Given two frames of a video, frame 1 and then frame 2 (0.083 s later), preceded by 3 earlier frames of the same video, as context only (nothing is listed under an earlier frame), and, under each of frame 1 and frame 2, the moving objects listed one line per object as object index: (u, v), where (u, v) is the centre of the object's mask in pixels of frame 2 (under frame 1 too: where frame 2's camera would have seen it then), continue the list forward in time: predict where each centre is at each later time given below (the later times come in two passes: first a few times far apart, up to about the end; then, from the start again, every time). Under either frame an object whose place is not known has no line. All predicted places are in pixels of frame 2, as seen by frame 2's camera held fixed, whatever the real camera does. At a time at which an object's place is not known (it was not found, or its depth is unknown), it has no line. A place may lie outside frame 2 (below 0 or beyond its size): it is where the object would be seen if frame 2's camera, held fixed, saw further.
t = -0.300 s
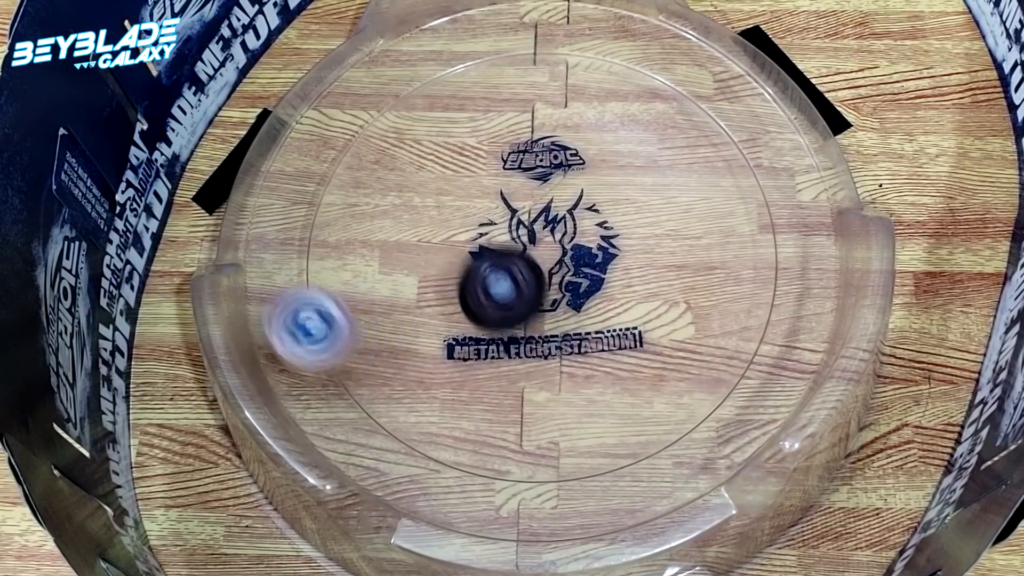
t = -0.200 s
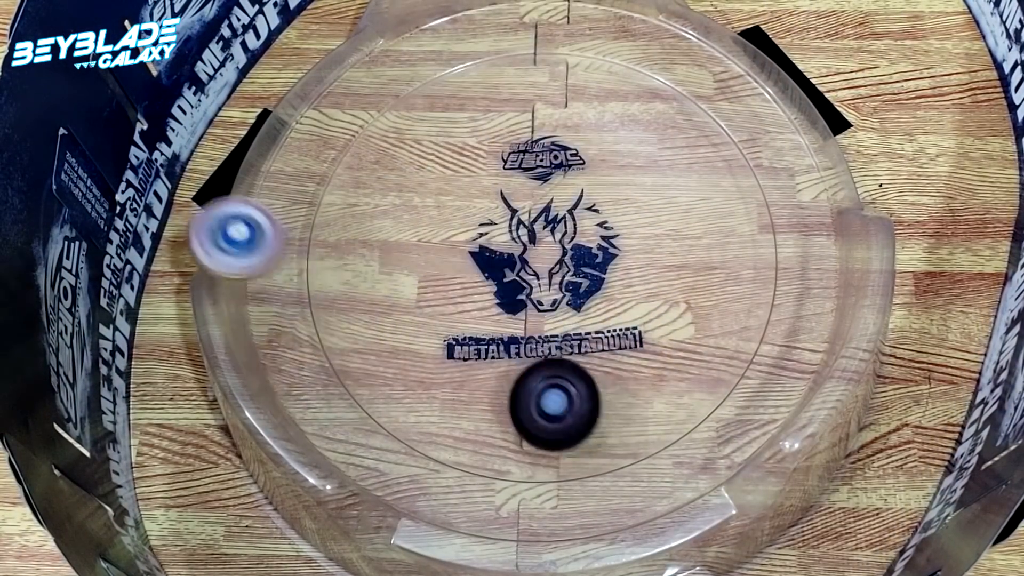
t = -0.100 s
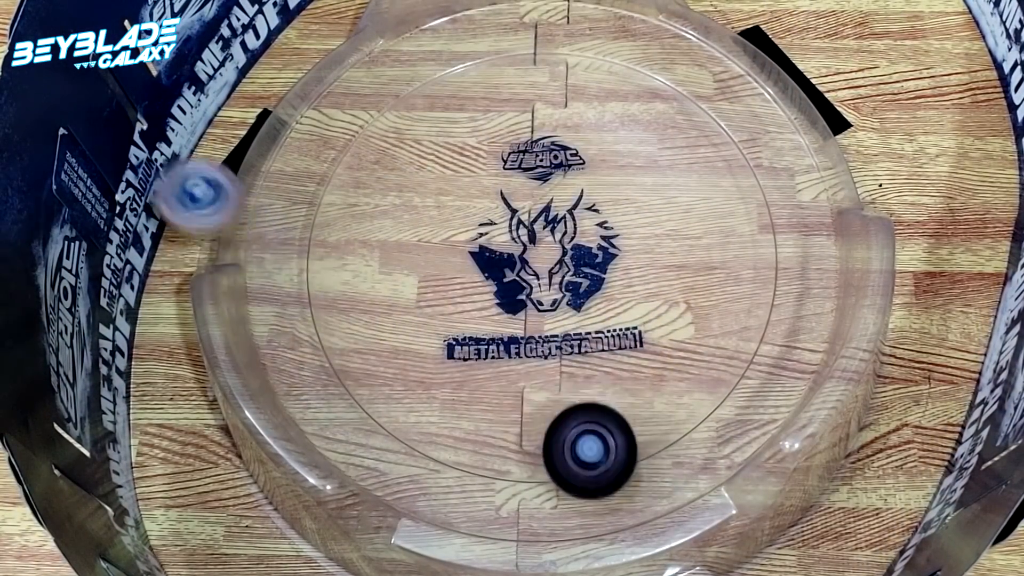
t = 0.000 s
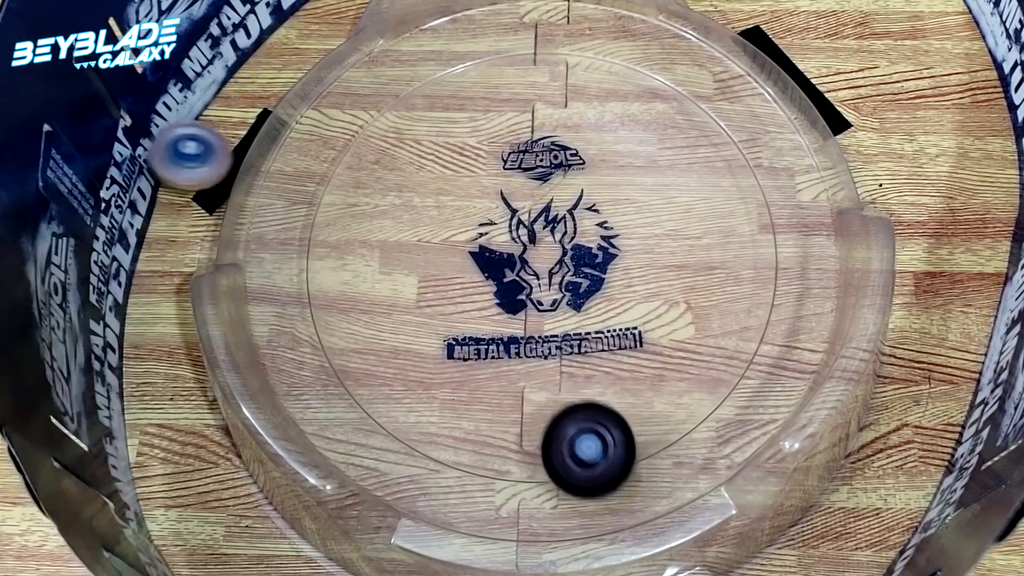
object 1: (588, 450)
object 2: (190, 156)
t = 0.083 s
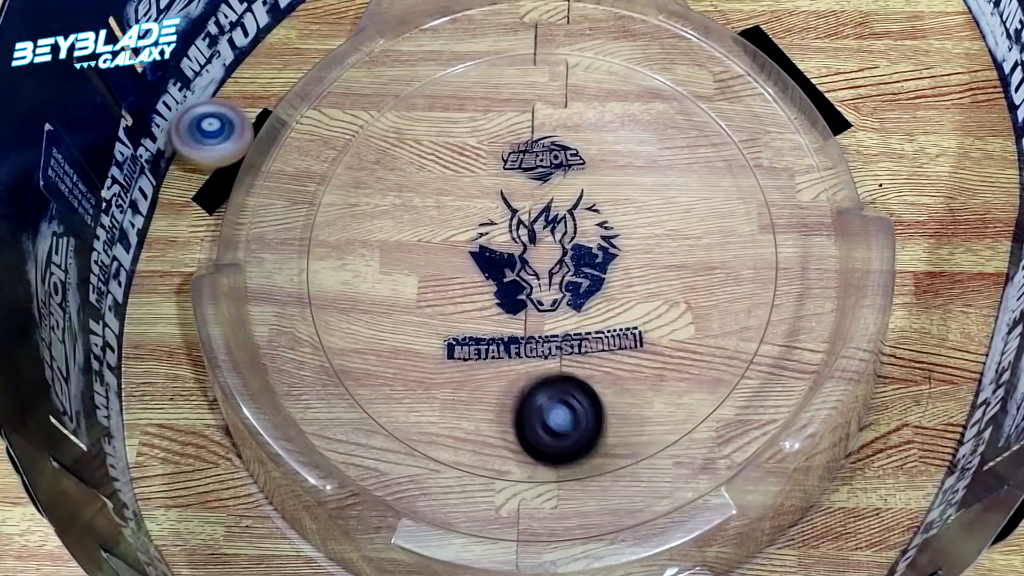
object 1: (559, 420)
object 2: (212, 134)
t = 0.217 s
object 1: (467, 322)
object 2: (210, 145)
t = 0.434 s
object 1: (437, 192)
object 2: (179, 231)
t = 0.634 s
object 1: (486, 179)
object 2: (162, 258)
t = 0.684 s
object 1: (498, 183)
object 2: (160, 260)
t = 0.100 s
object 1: (549, 410)
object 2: (212, 133)
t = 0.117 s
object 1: (538, 400)
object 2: (214, 134)
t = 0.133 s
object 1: (526, 388)
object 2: (216, 137)
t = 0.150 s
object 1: (514, 376)
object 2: (217, 141)
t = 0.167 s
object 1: (501, 362)
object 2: (215, 142)
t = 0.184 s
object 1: (489, 349)
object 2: (214, 141)
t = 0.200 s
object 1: (478, 335)
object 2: (212, 142)
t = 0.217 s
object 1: (467, 322)
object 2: (210, 145)
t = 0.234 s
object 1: (456, 307)
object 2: (208, 150)
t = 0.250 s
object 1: (449, 293)
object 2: (207, 157)
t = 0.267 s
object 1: (443, 279)
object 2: (205, 164)
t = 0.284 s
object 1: (437, 266)
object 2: (202, 165)
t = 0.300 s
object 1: (433, 254)
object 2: (198, 169)
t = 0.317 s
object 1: (430, 243)
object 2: (194, 175)
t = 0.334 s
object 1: (428, 233)
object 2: (193, 182)
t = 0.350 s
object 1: (428, 223)
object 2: (192, 192)
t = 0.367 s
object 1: (428, 215)
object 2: (192, 197)
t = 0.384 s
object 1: (430, 208)
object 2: (188, 204)
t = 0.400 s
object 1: (432, 202)
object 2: (184, 213)
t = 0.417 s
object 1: (434, 197)
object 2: (181, 223)
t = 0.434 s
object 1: (437, 192)
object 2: (179, 231)
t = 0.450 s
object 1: (440, 188)
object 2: (177, 237)
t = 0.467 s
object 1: (443, 185)
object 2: (170, 240)
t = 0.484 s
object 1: (447, 183)
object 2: (161, 245)
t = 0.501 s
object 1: (451, 181)
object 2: (161, 247)
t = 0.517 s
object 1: (455, 179)
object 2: (162, 249)
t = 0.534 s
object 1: (459, 178)
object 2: (164, 252)
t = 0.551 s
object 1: (464, 177)
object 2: (164, 253)
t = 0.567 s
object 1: (469, 177)
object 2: (163, 254)
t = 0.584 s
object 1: (473, 177)
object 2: (162, 256)
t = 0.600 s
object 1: (478, 177)
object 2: (162, 256)
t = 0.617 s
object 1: (482, 178)
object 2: (162, 258)
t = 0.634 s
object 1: (486, 179)
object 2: (162, 258)
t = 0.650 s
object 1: (491, 180)
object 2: (161, 259)
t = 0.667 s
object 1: (494, 182)
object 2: (160, 260)
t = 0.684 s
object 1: (498, 183)
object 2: (160, 260)
